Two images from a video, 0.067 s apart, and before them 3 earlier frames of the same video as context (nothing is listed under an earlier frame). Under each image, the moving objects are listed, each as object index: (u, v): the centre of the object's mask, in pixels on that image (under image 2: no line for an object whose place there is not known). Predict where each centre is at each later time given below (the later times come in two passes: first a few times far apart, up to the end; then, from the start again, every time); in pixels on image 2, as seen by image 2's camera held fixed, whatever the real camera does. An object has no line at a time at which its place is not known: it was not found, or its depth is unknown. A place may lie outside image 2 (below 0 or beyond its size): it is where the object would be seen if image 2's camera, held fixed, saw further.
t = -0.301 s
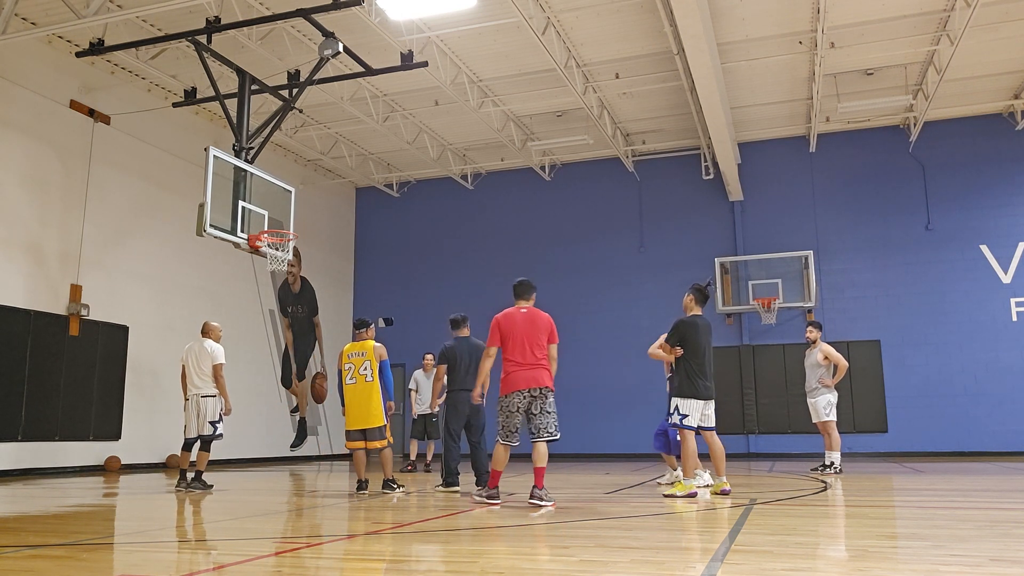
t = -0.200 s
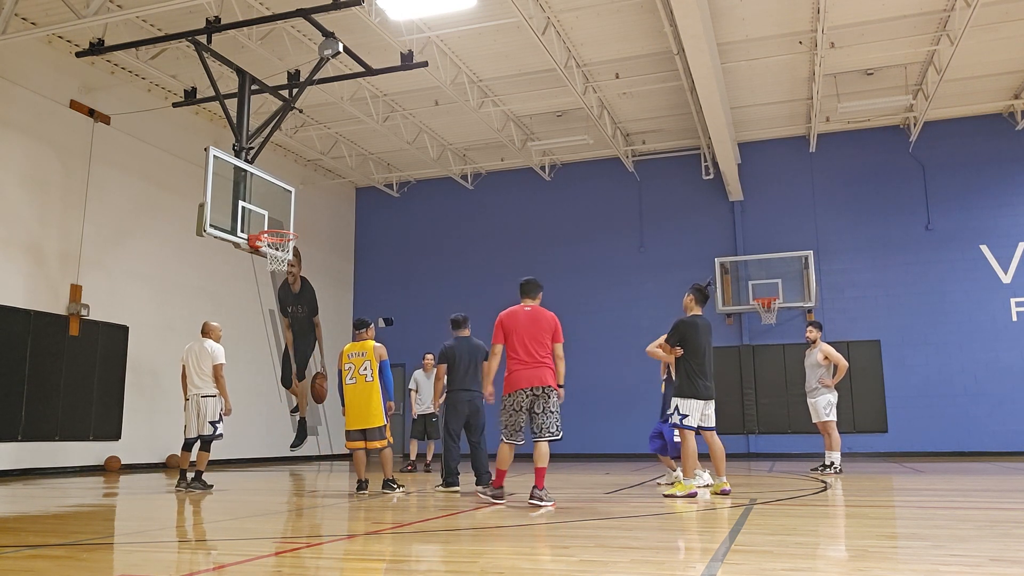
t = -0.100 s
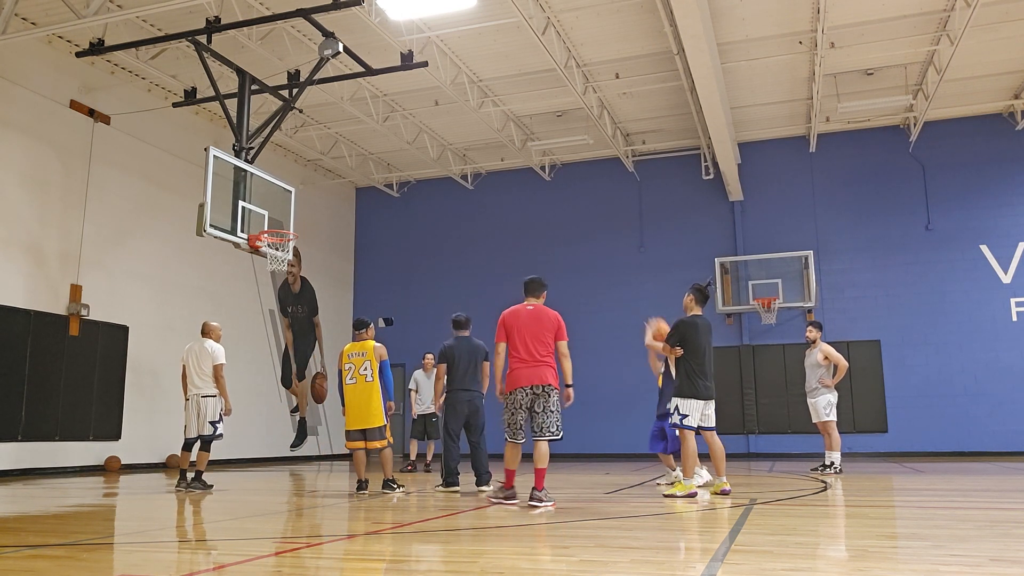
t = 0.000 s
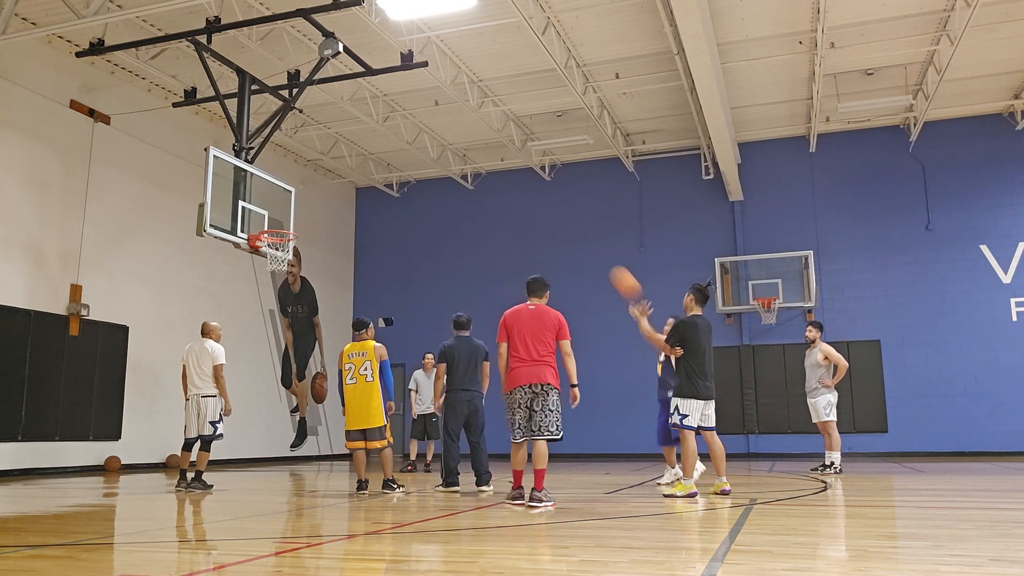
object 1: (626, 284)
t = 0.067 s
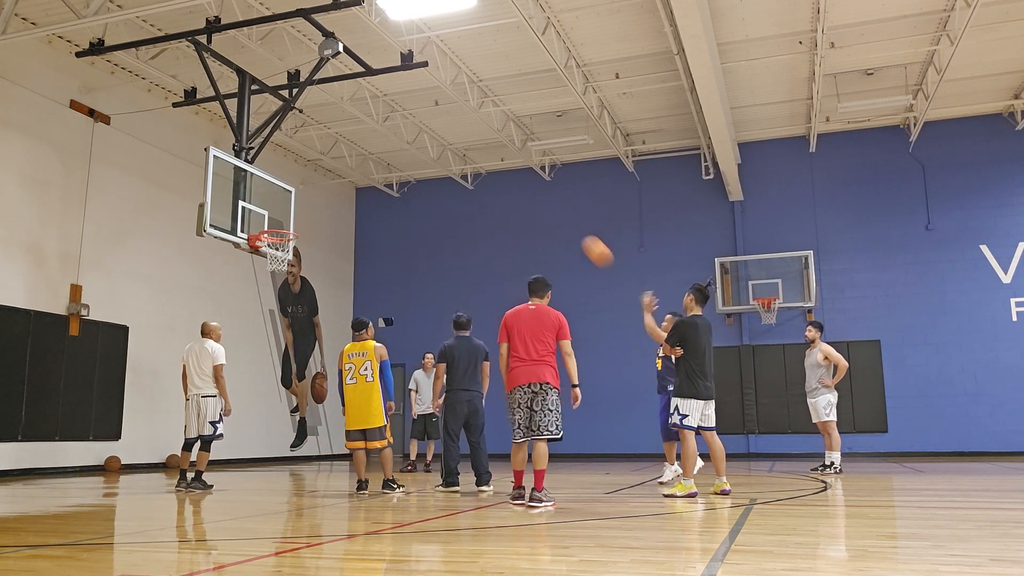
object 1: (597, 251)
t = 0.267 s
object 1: (519, 186)
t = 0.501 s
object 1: (439, 156)
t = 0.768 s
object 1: (357, 174)
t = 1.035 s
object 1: (279, 240)
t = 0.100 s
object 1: (583, 238)
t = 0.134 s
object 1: (570, 225)
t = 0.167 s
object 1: (557, 214)
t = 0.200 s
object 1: (544, 203)
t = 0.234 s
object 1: (531, 194)
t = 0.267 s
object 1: (519, 186)
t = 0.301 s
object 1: (507, 179)
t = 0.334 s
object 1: (495, 173)
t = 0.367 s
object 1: (483, 168)
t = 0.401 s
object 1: (472, 163)
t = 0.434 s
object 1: (461, 160)
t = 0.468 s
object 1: (450, 158)
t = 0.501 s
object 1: (439, 156)
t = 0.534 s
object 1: (428, 155)
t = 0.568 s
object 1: (418, 155)
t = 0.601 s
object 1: (407, 156)
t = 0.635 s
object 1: (397, 159)
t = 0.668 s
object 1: (387, 161)
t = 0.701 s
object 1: (377, 164)
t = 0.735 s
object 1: (367, 169)
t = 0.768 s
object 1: (357, 174)
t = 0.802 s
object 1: (348, 179)
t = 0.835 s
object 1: (338, 185)
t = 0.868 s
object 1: (328, 192)
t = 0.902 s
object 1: (318, 200)
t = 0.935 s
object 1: (308, 209)
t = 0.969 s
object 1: (300, 218)
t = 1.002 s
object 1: (291, 225)
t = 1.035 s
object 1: (279, 240)
